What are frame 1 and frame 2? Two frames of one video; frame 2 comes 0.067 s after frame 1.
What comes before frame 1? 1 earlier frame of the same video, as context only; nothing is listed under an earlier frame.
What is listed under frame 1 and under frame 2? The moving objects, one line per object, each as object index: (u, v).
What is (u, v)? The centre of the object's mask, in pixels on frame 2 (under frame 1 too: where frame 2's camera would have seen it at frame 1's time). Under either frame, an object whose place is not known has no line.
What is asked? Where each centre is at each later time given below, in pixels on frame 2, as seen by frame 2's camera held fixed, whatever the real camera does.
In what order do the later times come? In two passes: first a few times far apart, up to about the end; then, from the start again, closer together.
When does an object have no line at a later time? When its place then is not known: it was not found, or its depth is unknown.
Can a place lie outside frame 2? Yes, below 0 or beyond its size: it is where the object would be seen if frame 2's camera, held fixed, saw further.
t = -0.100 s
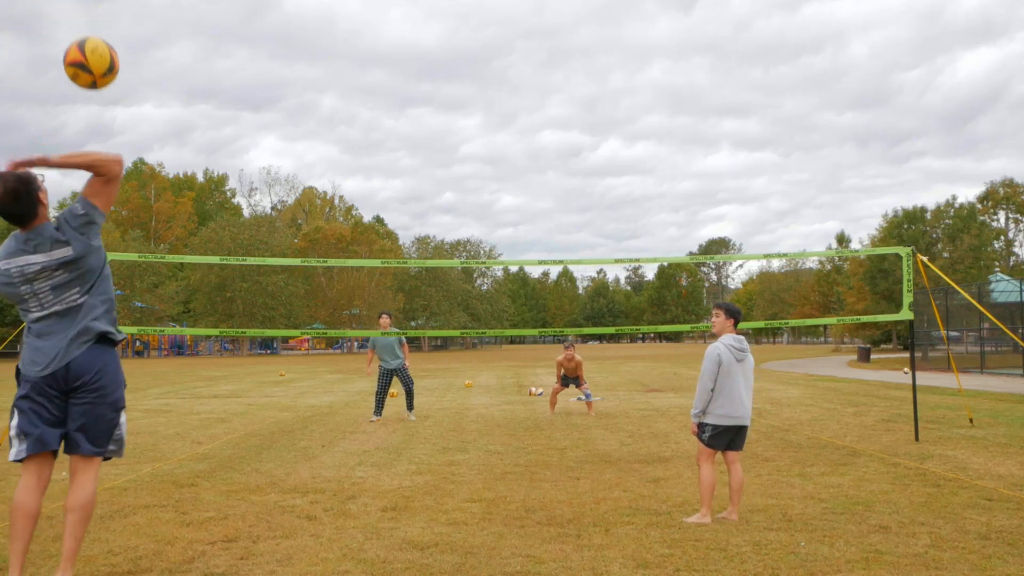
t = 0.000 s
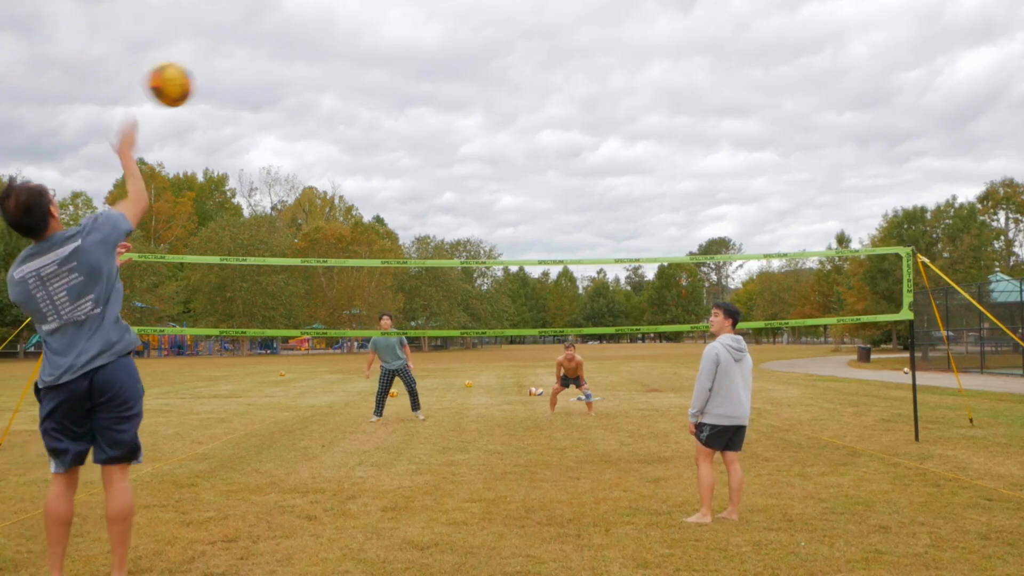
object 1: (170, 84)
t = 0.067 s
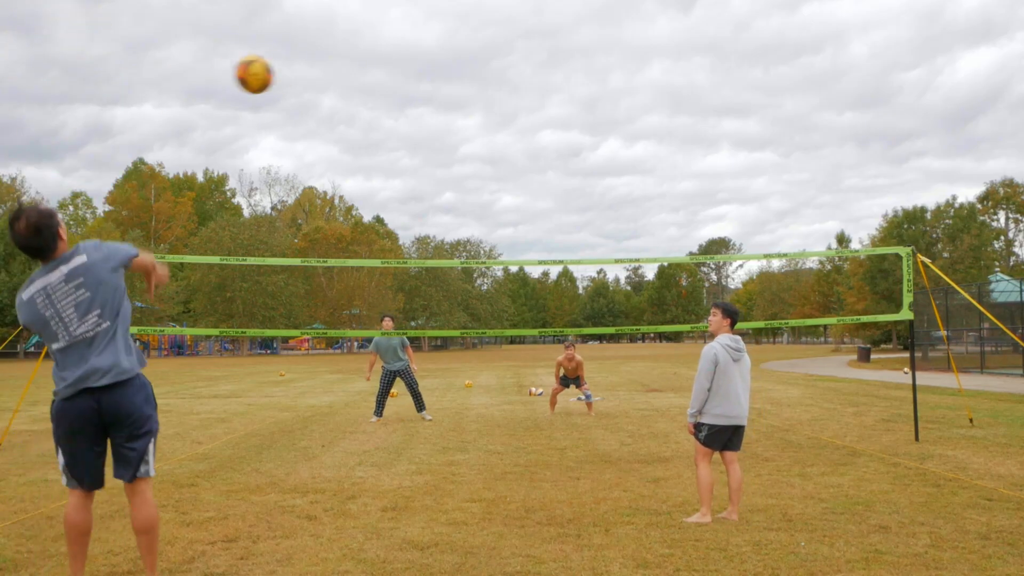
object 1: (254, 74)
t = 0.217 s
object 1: (376, 84)
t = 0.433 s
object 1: (463, 136)
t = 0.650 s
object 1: (507, 209)
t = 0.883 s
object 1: (533, 292)
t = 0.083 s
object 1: (272, 73)
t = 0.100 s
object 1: (288, 73)
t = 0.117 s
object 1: (303, 73)
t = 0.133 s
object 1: (318, 74)
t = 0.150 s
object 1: (331, 75)
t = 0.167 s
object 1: (344, 77)
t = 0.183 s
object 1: (355, 79)
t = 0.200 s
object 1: (366, 82)
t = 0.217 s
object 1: (376, 84)
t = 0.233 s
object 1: (386, 87)
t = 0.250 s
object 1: (395, 90)
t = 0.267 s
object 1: (403, 94)
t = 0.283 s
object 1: (411, 97)
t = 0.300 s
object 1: (418, 101)
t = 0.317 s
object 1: (425, 105)
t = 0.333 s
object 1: (432, 109)
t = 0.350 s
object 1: (438, 113)
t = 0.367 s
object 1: (443, 117)
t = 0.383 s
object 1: (449, 122)
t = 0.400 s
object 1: (454, 126)
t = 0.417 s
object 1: (459, 131)
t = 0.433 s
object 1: (463, 136)
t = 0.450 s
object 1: (468, 141)
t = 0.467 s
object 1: (472, 146)
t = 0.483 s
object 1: (476, 152)
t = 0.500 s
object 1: (480, 157)
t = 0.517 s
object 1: (484, 162)
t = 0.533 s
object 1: (487, 168)
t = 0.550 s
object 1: (490, 174)
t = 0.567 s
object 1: (493, 180)
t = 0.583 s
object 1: (496, 185)
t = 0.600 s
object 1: (499, 191)
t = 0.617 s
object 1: (502, 197)
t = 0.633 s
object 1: (505, 203)
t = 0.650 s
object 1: (507, 209)
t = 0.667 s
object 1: (509, 215)
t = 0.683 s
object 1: (512, 221)
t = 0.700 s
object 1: (514, 227)
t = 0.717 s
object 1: (517, 233)
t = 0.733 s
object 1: (519, 239)
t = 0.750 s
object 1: (520, 245)
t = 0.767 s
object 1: (522, 251)
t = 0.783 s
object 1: (524, 255)
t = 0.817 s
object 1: (527, 271)
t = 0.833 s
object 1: (528, 275)
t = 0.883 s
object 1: (533, 292)
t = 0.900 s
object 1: (533, 298)
